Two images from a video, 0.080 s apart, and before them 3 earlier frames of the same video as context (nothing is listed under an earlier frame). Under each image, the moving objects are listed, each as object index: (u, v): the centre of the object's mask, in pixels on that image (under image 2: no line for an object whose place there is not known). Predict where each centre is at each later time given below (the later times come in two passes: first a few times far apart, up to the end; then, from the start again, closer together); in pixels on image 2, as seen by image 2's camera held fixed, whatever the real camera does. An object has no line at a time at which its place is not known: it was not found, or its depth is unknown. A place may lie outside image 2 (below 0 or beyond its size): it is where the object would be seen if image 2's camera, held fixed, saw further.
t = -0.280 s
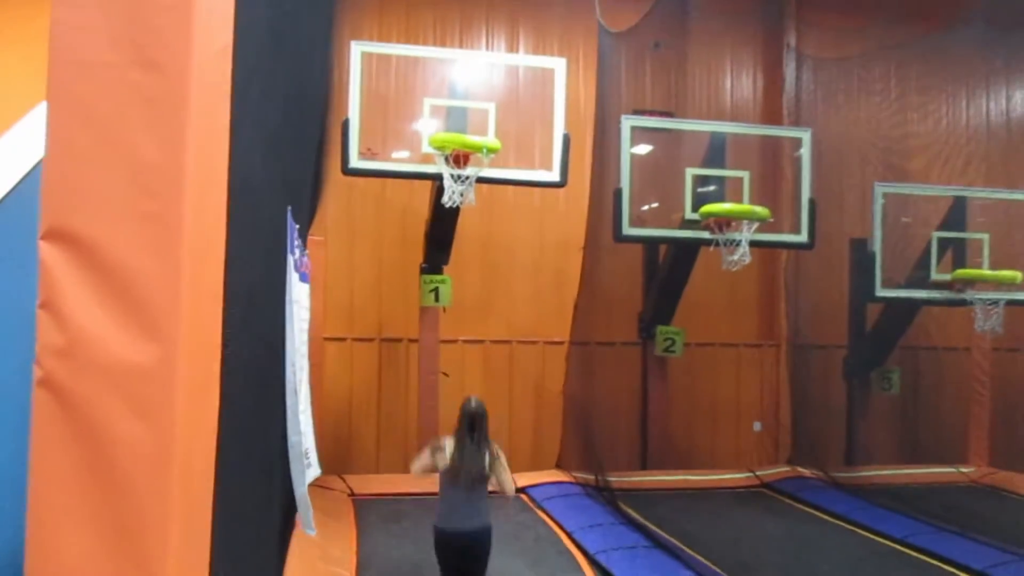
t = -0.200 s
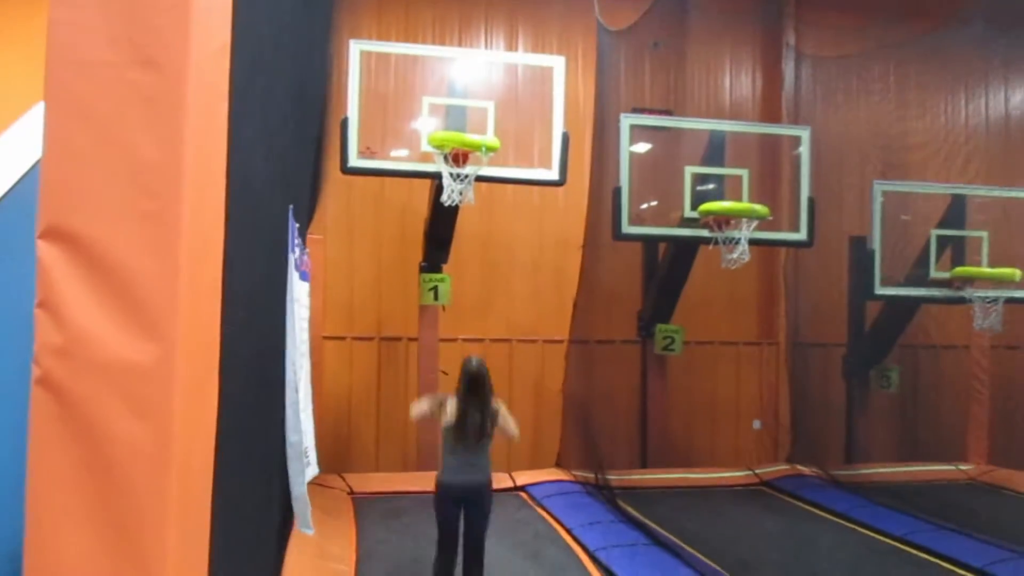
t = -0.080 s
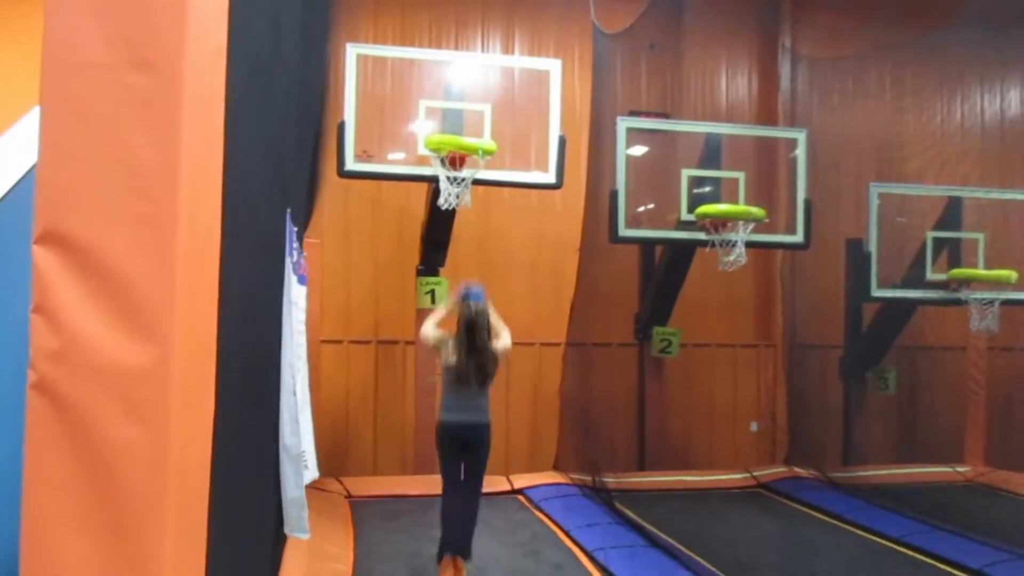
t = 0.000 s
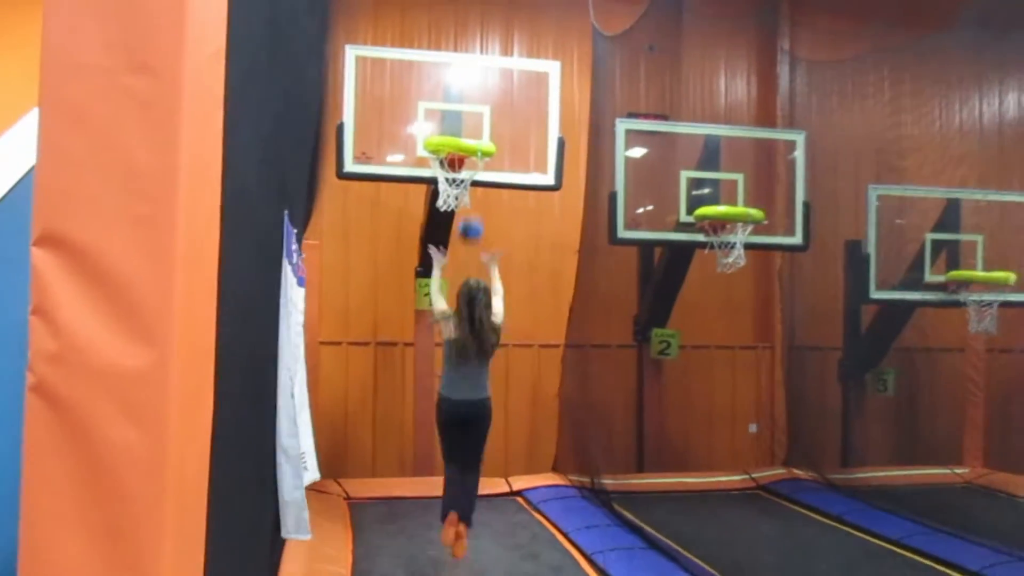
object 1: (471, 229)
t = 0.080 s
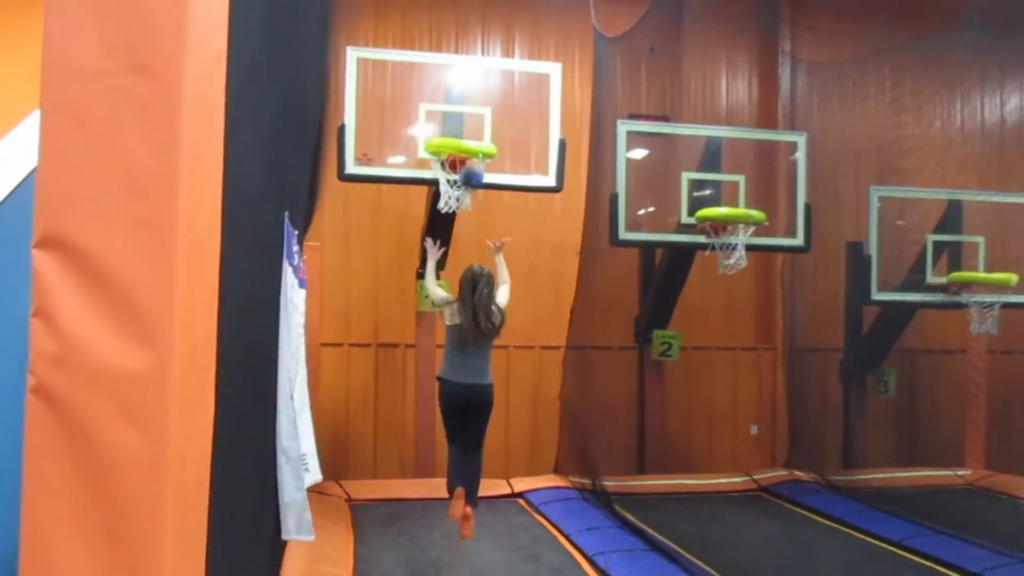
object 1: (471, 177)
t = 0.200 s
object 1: (471, 118)
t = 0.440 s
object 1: (469, 68)
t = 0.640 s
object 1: (468, 83)
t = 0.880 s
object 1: (465, 135)
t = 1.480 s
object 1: (462, 129)
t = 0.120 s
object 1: (471, 155)
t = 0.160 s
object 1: (471, 134)
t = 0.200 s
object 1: (471, 118)
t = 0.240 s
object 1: (471, 103)
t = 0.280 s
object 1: (471, 92)
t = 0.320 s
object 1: (471, 82)
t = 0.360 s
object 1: (471, 75)
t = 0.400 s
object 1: (470, 70)
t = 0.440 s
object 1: (469, 68)
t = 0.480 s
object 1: (469, 67)
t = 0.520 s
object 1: (468, 69)
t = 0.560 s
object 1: (468, 72)
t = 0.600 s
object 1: (468, 77)
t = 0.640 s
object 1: (468, 83)
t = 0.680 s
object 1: (466, 93)
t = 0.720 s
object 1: (465, 102)
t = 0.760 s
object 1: (462, 117)
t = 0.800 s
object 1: (462, 127)
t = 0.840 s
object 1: (464, 132)
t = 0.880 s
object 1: (465, 135)
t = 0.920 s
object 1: (465, 131)
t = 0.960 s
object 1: (461, 126)
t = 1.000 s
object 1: (461, 123)
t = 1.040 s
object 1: (458, 121)
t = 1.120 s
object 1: (454, 122)
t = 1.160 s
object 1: (452, 123)
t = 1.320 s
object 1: (454, 120)
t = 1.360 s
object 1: (456, 121)
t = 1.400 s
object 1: (458, 122)
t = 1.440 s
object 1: (461, 127)
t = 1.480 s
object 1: (462, 129)
